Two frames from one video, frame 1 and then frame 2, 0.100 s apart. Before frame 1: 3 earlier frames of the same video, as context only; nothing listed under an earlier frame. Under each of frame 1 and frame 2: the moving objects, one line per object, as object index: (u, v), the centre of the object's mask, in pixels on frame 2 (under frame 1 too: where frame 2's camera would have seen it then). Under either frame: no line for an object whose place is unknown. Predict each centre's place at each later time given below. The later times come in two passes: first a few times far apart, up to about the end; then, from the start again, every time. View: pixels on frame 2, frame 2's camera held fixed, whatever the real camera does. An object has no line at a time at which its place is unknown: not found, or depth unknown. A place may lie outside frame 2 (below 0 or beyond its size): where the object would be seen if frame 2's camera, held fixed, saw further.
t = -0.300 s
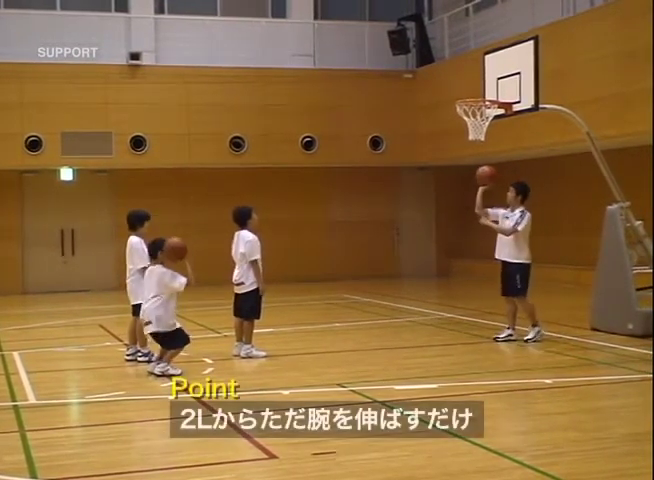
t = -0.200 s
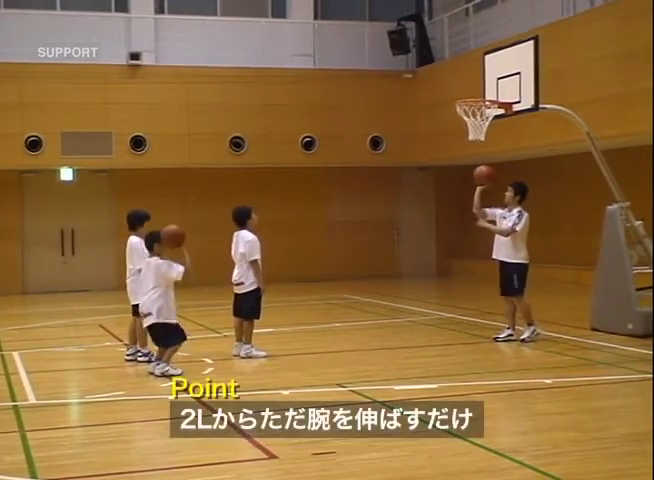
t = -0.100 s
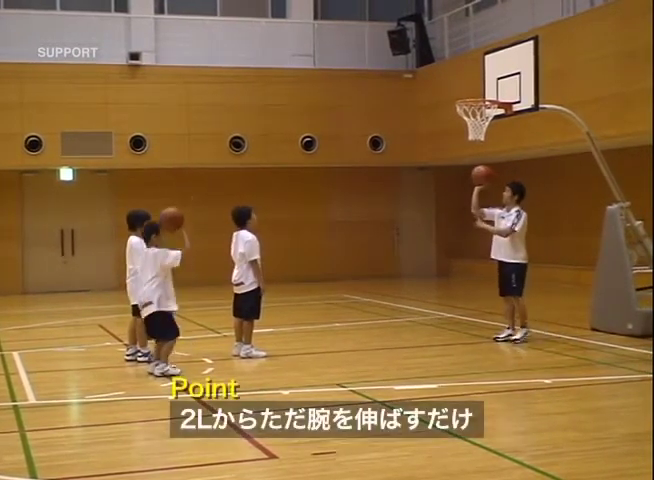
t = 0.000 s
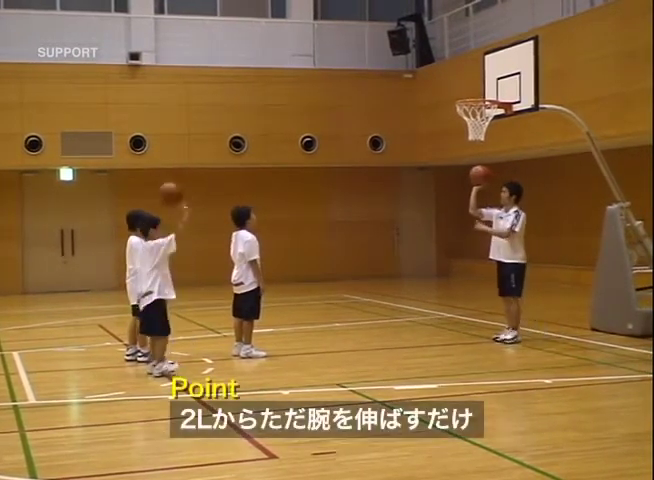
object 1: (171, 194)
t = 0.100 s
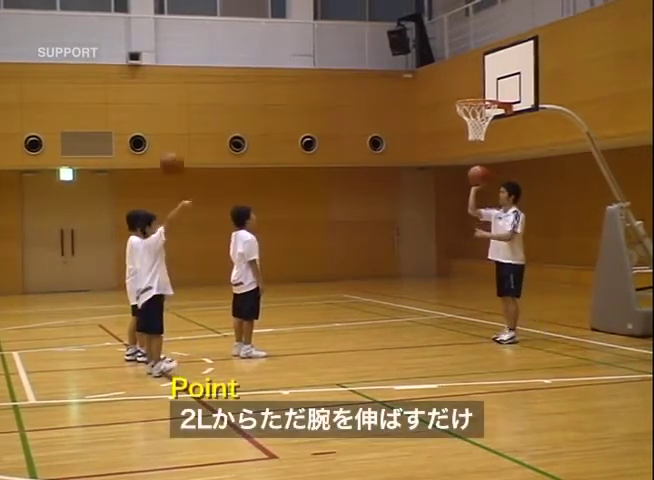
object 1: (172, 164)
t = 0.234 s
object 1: (176, 141)
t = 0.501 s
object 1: (186, 150)
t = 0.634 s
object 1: (191, 180)
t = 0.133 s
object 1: (172, 157)
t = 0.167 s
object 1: (173, 151)
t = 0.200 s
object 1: (175, 146)
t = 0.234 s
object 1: (176, 141)
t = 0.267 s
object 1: (177, 138)
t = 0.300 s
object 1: (179, 136)
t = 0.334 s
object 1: (179, 136)
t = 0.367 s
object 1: (181, 137)
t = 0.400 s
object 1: (182, 138)
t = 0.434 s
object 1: (183, 140)
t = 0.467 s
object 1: (184, 144)
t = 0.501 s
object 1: (186, 150)
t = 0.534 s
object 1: (187, 156)
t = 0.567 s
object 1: (189, 163)
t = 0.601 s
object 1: (188, 172)
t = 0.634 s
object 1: (191, 180)
